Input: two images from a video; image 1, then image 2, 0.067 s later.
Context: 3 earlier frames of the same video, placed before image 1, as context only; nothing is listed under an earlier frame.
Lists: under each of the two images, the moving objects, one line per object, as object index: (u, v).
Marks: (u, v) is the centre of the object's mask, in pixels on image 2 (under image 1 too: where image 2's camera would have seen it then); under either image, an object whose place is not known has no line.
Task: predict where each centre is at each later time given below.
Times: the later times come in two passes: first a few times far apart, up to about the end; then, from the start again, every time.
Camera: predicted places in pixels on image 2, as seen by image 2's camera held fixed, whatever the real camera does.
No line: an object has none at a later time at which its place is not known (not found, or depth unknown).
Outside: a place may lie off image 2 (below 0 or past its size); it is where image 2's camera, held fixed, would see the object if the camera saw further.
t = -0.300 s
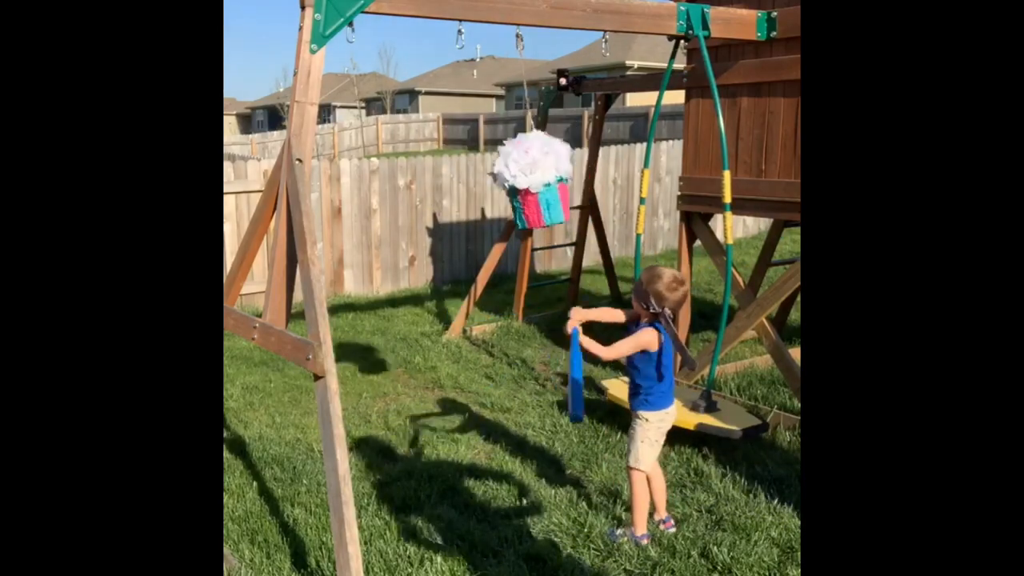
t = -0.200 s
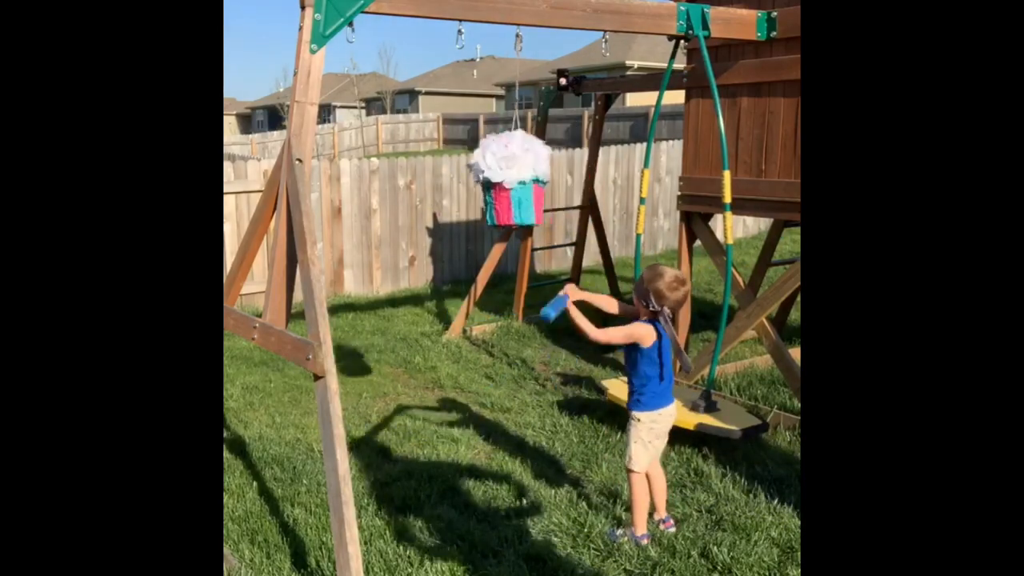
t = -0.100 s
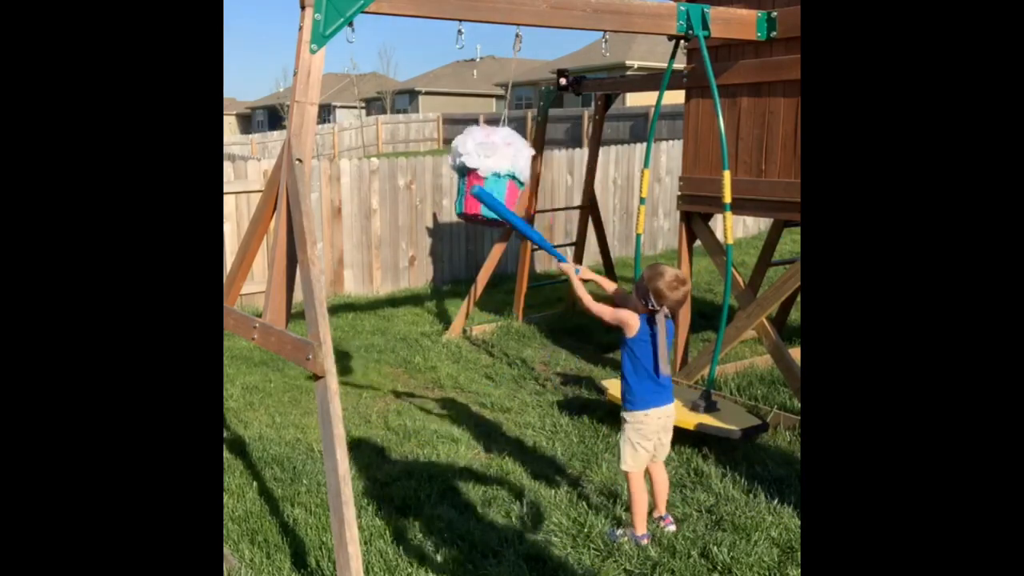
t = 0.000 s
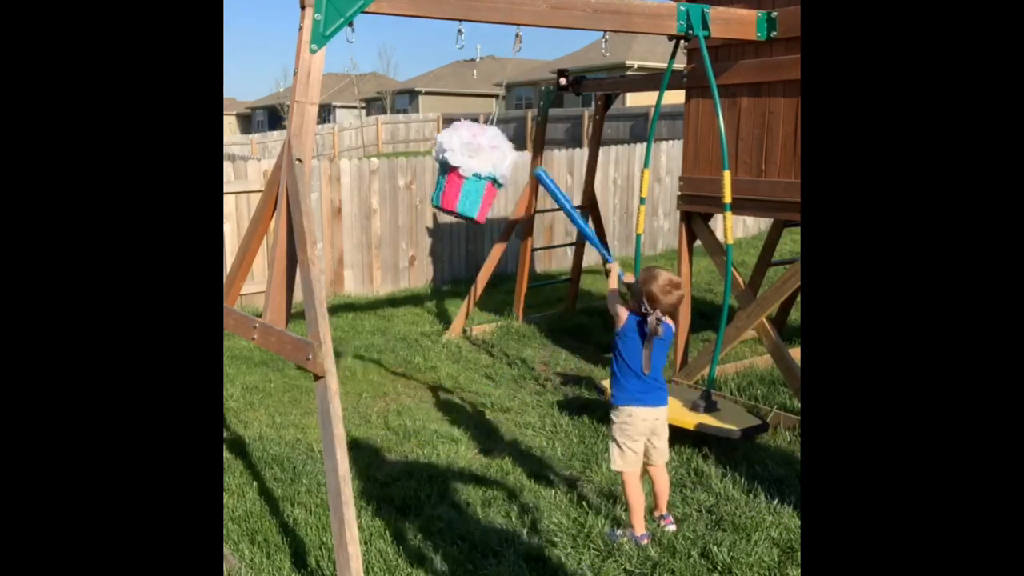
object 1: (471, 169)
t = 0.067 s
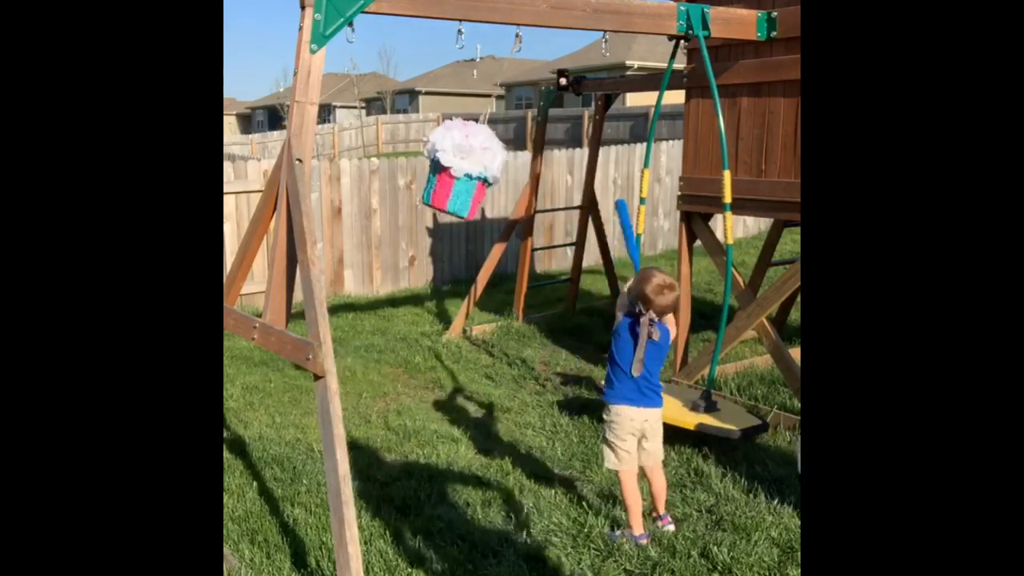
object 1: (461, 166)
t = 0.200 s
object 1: (457, 165)
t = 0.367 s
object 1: (469, 167)
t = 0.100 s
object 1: (459, 166)
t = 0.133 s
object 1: (457, 165)
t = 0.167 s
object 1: (456, 165)
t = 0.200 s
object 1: (457, 165)
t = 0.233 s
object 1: (458, 165)
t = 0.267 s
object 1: (459, 165)
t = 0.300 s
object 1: (462, 166)
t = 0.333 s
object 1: (465, 166)
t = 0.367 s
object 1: (469, 167)
